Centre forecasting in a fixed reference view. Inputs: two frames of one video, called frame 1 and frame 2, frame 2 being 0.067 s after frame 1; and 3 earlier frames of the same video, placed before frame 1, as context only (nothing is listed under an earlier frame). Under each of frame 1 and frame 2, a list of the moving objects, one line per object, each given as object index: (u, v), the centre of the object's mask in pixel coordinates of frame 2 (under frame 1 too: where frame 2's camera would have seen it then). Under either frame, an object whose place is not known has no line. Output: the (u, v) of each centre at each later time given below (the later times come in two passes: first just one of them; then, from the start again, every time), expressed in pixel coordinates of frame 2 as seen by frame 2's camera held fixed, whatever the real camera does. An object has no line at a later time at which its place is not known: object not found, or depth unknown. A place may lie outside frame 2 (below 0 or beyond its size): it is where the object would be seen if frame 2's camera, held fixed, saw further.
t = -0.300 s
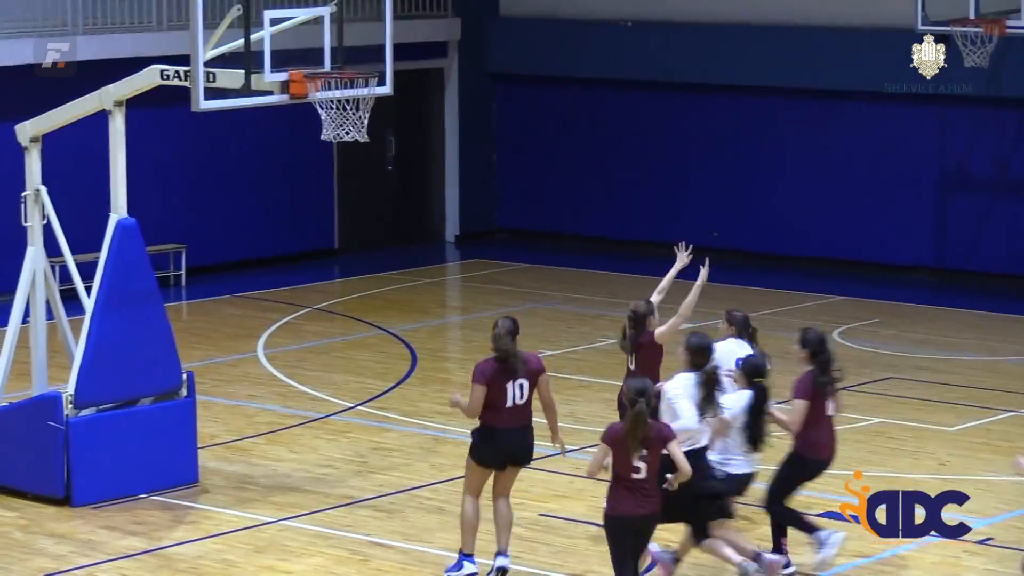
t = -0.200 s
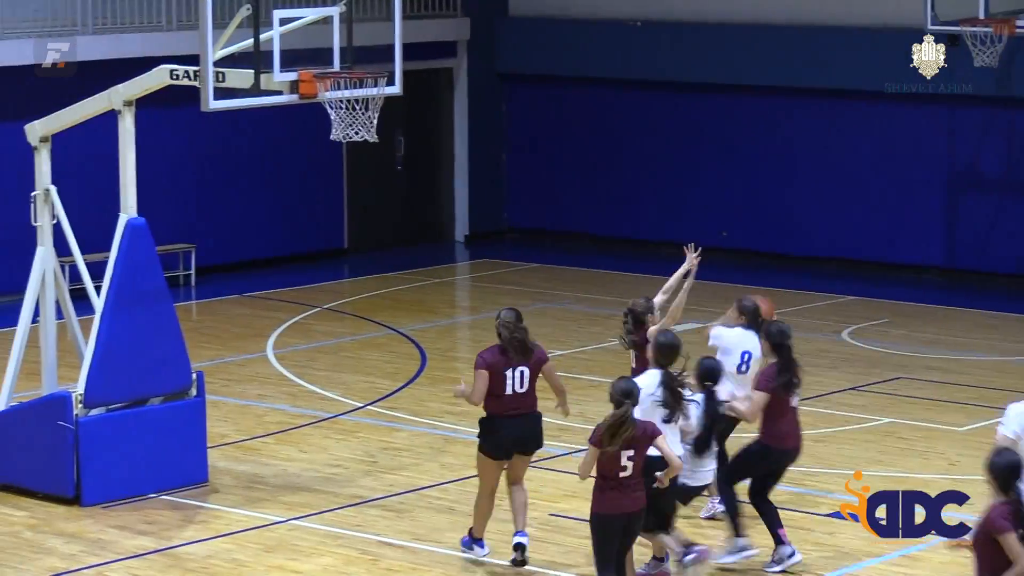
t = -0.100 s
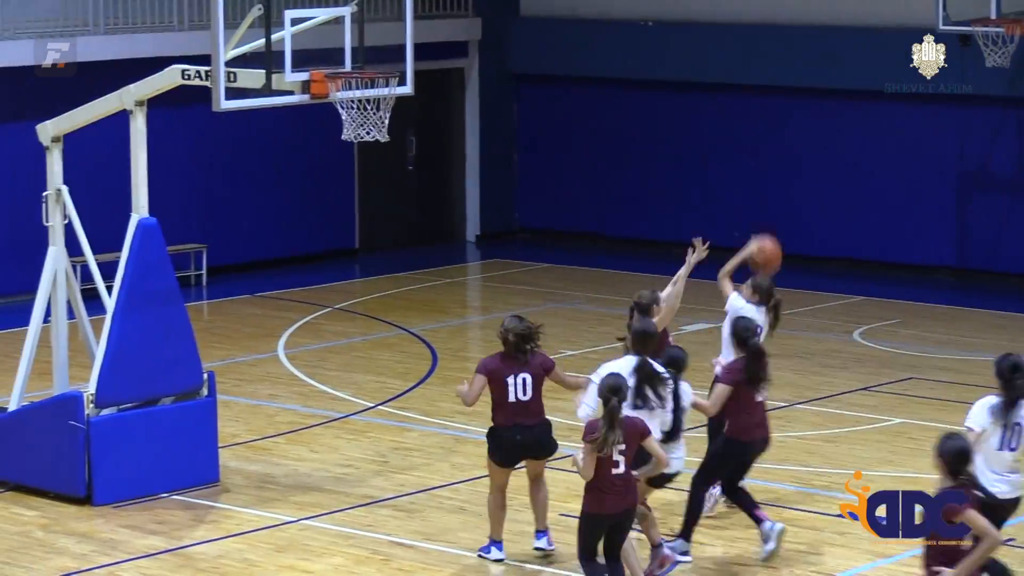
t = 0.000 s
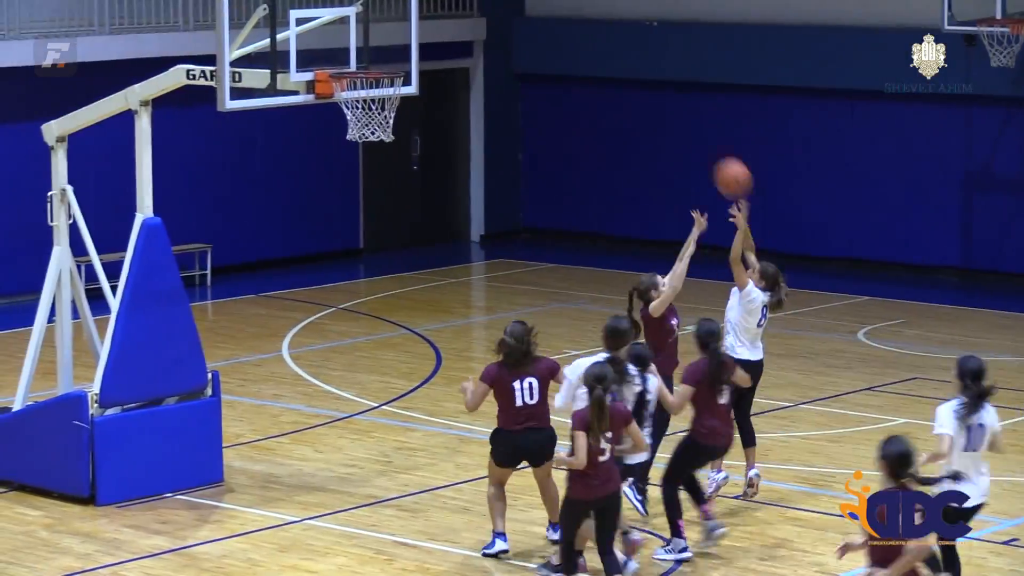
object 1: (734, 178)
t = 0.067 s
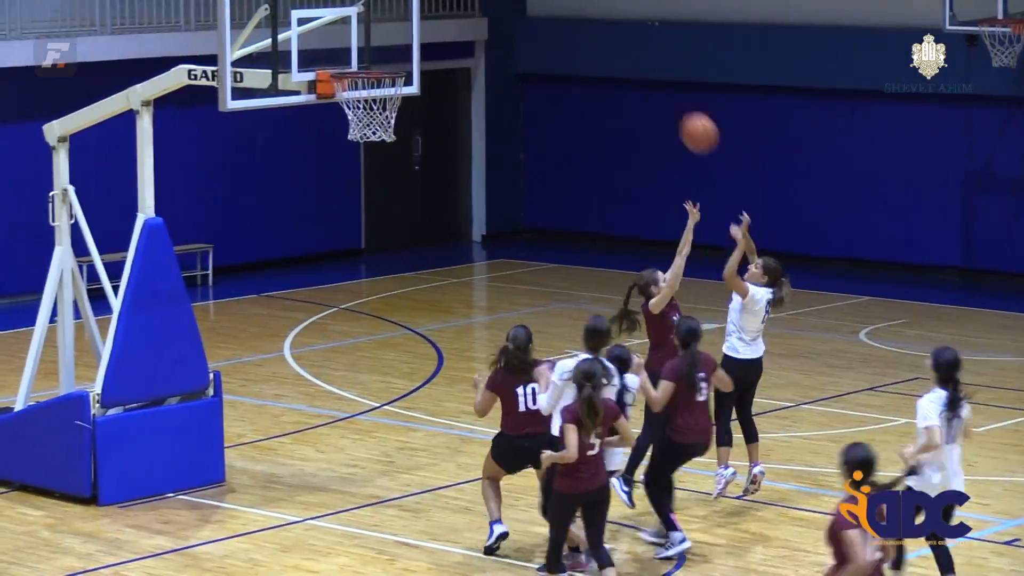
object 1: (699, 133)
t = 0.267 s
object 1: (591, 34)
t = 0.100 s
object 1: (681, 113)
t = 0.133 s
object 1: (663, 94)
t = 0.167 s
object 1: (646, 76)
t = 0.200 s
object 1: (628, 60)
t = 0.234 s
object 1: (610, 46)
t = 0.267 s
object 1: (591, 34)
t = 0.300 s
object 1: (571, 23)
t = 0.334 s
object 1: (554, 14)
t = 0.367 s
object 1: (535, 5)
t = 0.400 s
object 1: (518, 2)
